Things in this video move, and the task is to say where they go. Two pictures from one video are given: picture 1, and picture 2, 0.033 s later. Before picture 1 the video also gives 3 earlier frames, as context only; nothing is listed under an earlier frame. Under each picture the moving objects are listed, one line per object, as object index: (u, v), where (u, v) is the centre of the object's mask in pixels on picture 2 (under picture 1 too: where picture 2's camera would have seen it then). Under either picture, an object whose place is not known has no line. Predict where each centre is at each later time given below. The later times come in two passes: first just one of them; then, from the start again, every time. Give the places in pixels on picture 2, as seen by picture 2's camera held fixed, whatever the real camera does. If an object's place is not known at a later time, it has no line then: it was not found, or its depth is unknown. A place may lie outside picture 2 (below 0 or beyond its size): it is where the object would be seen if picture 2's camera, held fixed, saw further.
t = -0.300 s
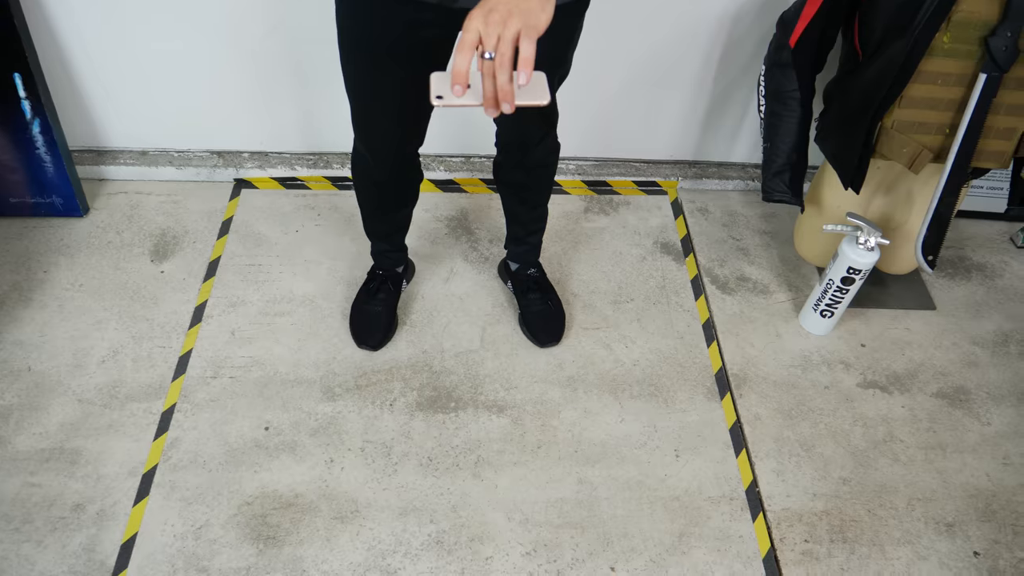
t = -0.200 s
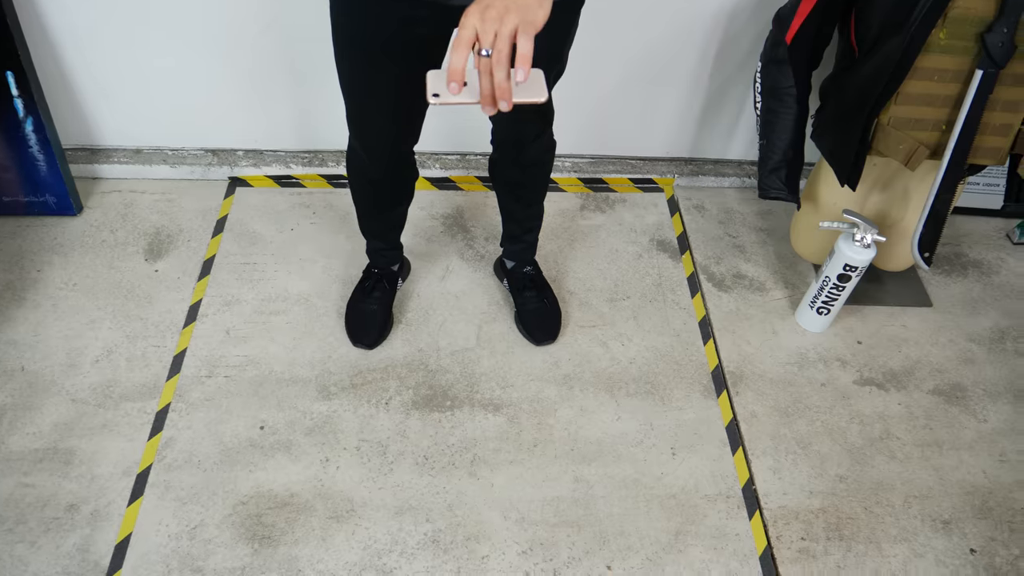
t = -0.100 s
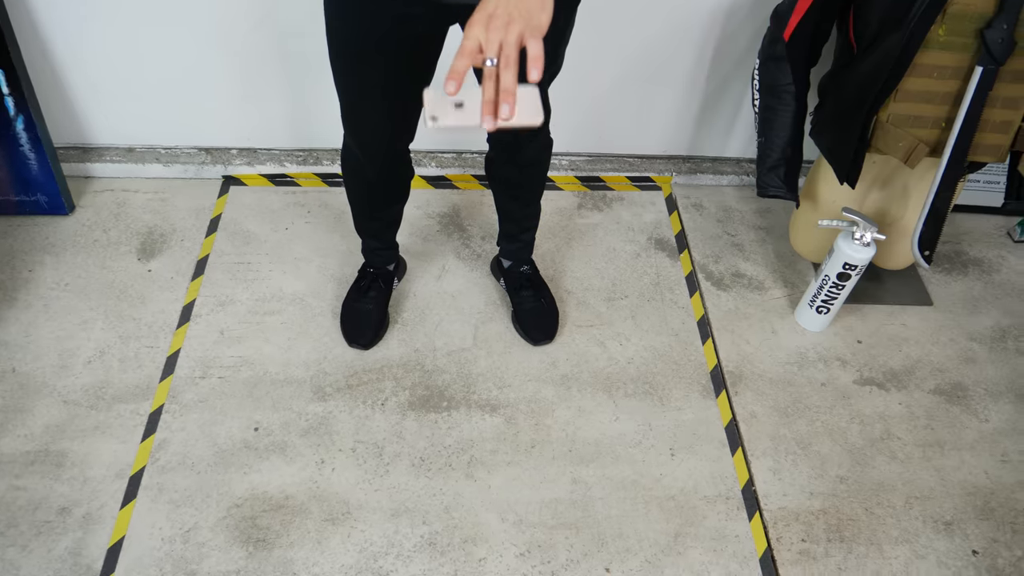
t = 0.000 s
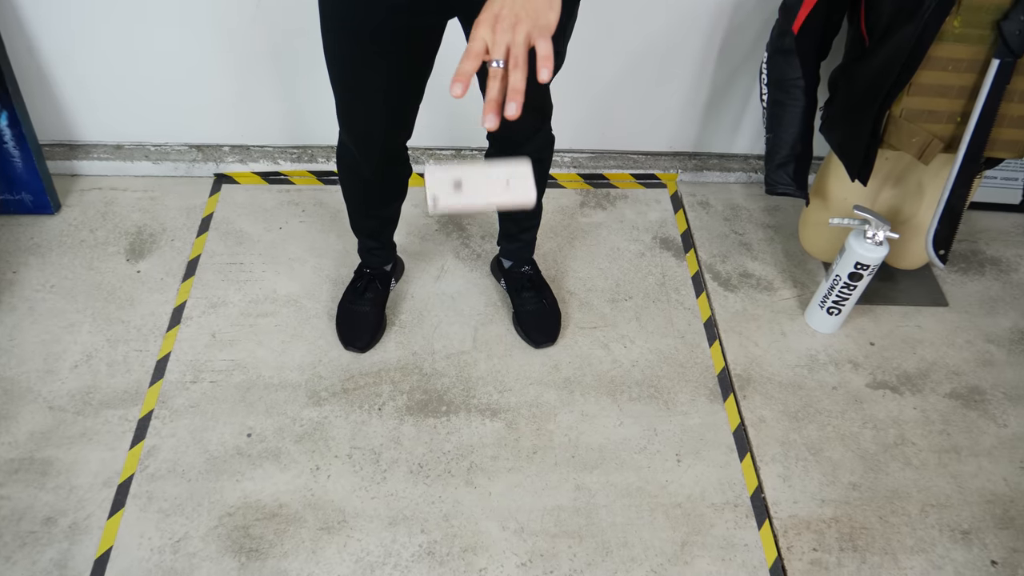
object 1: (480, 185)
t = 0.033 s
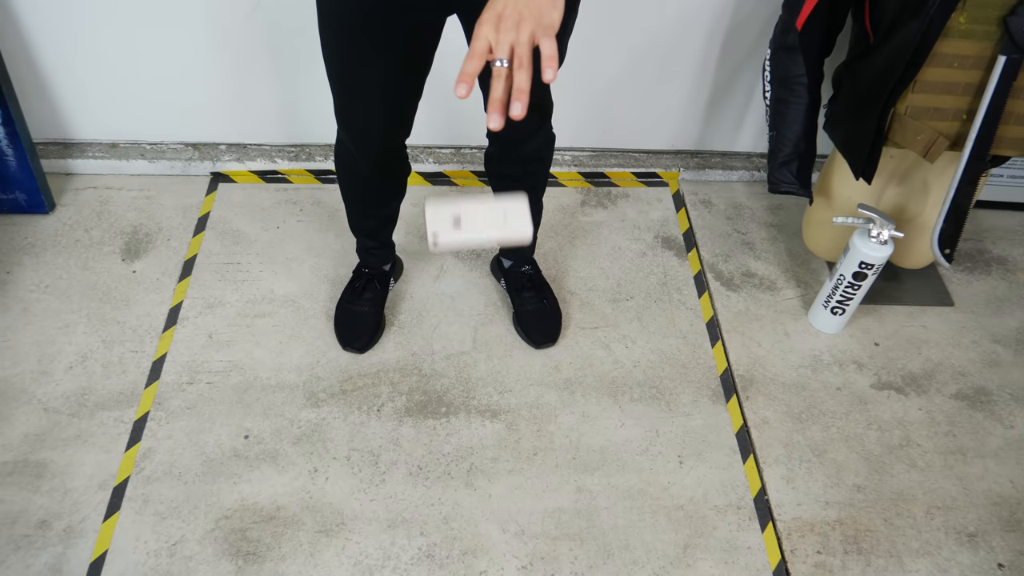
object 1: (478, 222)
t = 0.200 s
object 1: (471, 422)
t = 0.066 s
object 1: (477, 261)
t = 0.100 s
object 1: (476, 302)
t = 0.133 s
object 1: (474, 342)
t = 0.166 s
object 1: (473, 383)
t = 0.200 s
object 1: (471, 422)
